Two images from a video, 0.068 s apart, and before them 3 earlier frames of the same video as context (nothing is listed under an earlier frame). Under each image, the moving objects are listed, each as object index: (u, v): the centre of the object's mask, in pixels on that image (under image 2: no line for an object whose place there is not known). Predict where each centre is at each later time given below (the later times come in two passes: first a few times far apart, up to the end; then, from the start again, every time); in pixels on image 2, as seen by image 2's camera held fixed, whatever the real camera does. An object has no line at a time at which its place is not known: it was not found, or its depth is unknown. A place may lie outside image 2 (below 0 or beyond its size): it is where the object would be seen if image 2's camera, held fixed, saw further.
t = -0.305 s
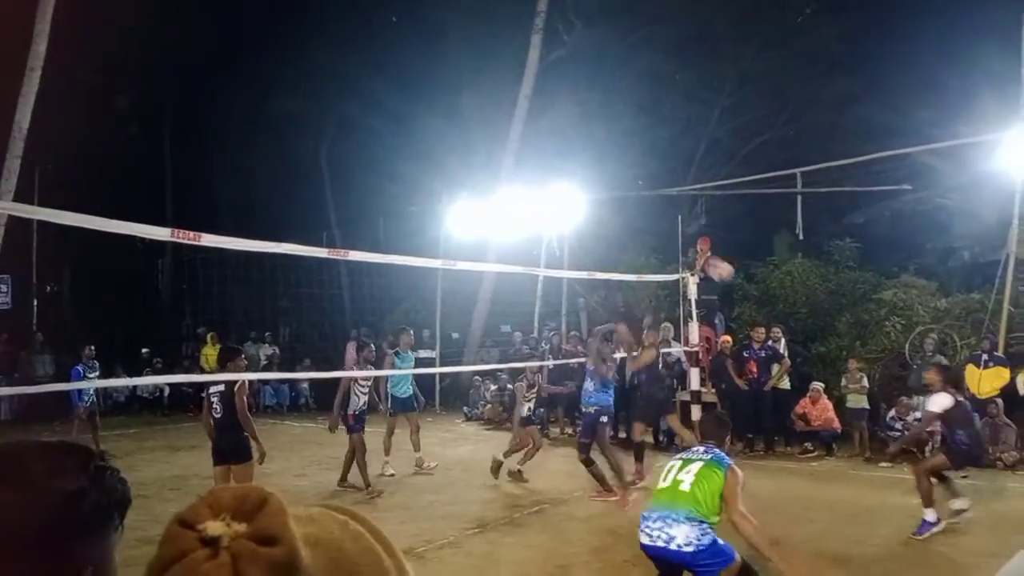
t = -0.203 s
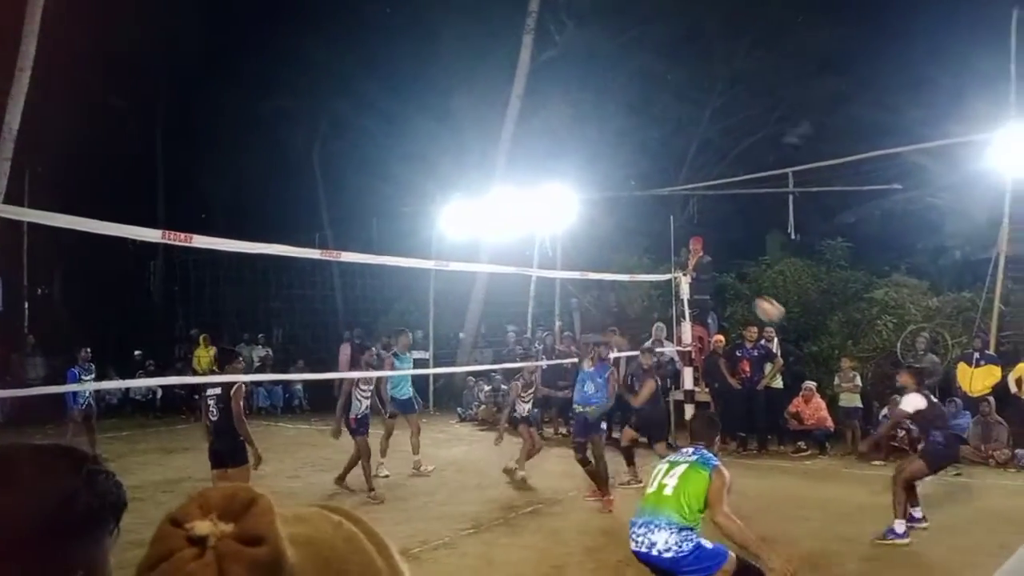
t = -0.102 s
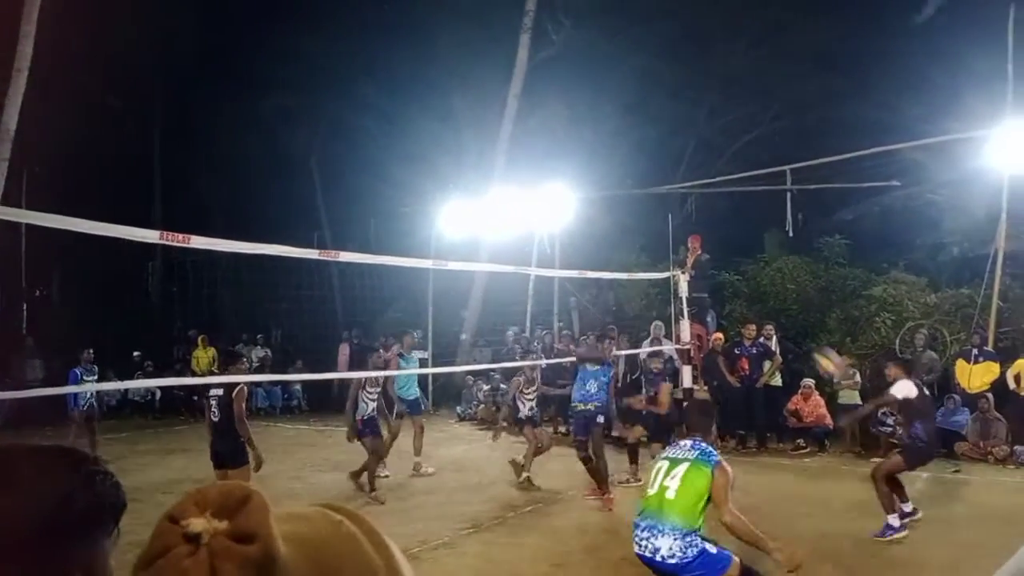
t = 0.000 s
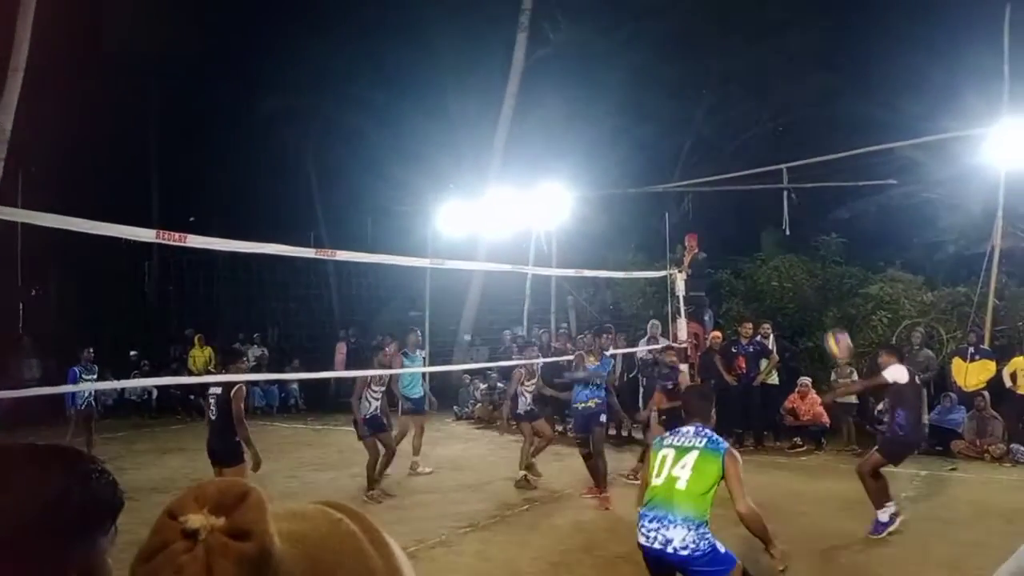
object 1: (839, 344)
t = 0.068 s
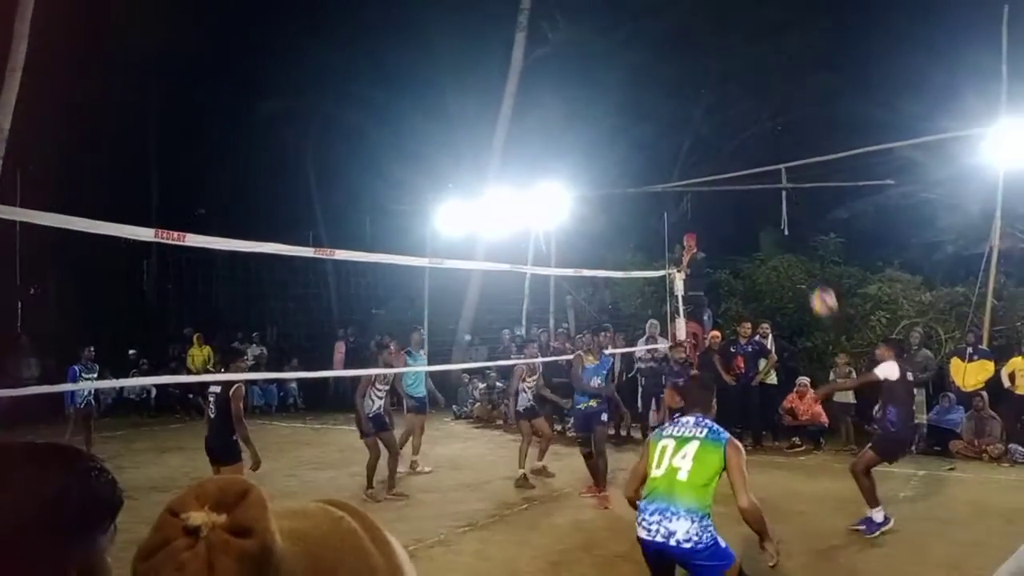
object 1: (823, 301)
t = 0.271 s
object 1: (784, 207)
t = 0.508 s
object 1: (744, 156)
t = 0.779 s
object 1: (703, 172)
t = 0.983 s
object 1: (674, 232)
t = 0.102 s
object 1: (816, 283)
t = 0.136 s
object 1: (810, 265)
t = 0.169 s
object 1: (803, 249)
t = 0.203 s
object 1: (797, 234)
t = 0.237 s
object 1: (791, 221)
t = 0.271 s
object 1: (784, 207)
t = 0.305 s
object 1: (778, 197)
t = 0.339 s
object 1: (772, 187)
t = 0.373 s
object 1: (766, 178)
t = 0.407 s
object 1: (761, 171)
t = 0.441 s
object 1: (755, 165)
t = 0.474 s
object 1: (749, 160)
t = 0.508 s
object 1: (744, 156)
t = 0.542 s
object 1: (739, 154)
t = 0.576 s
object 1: (733, 153)
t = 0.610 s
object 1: (728, 154)
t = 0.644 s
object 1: (724, 155)
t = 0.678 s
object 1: (718, 157)
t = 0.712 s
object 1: (713, 161)
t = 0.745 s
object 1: (708, 166)
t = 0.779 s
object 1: (703, 172)
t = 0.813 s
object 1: (698, 179)
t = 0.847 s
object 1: (693, 187)
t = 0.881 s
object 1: (688, 197)
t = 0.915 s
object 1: (683, 208)
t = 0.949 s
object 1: (679, 219)
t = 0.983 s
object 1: (674, 232)
